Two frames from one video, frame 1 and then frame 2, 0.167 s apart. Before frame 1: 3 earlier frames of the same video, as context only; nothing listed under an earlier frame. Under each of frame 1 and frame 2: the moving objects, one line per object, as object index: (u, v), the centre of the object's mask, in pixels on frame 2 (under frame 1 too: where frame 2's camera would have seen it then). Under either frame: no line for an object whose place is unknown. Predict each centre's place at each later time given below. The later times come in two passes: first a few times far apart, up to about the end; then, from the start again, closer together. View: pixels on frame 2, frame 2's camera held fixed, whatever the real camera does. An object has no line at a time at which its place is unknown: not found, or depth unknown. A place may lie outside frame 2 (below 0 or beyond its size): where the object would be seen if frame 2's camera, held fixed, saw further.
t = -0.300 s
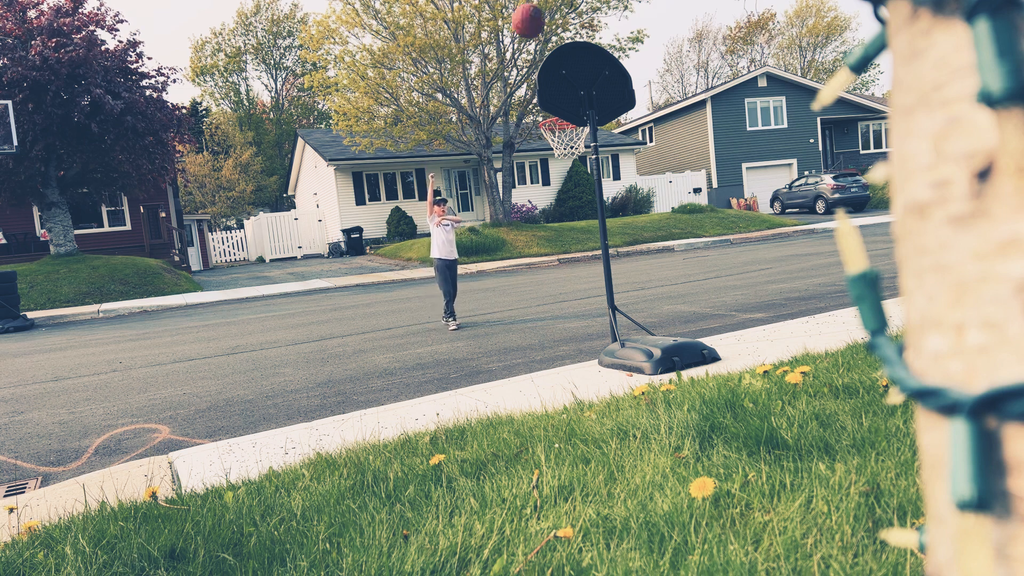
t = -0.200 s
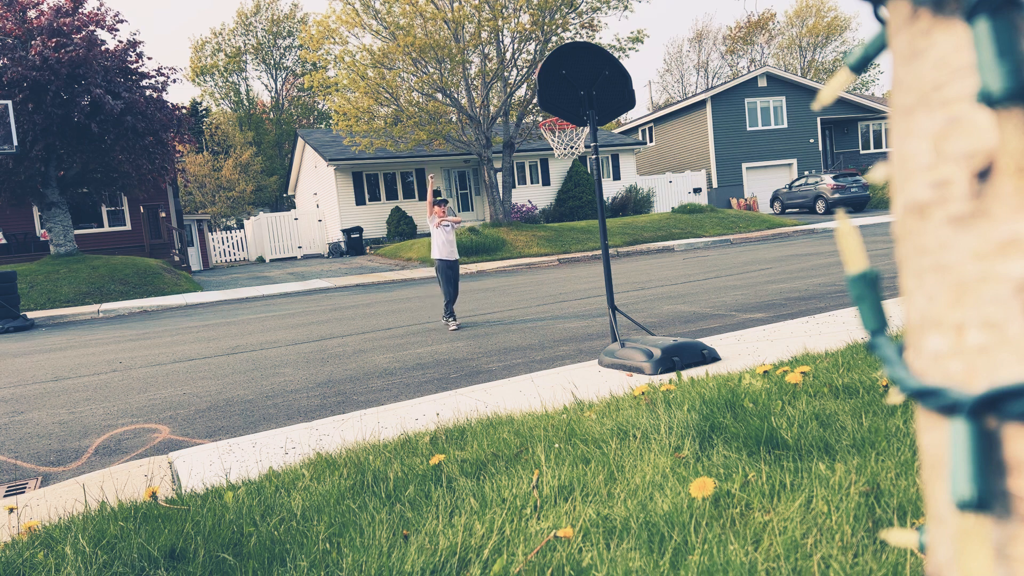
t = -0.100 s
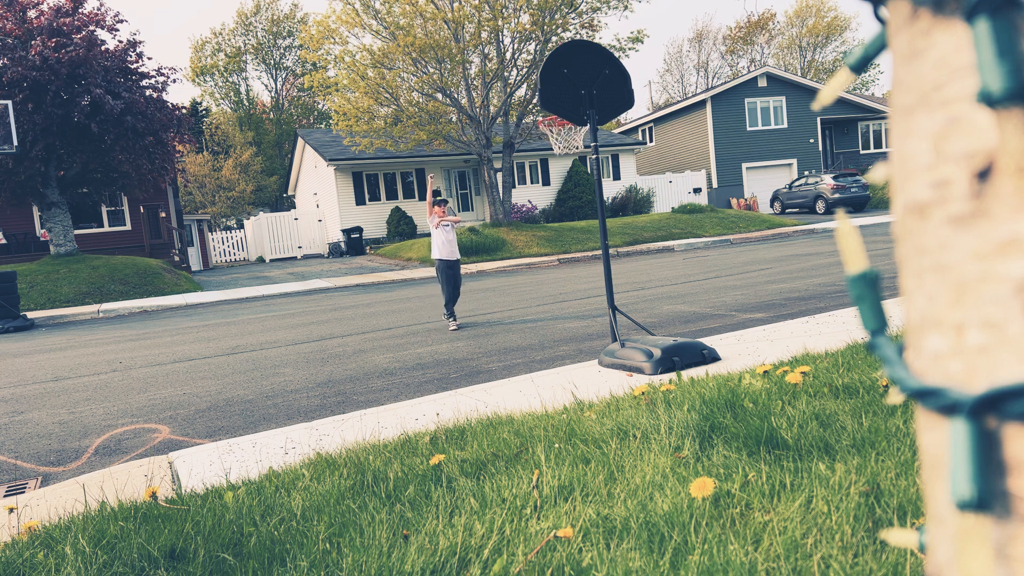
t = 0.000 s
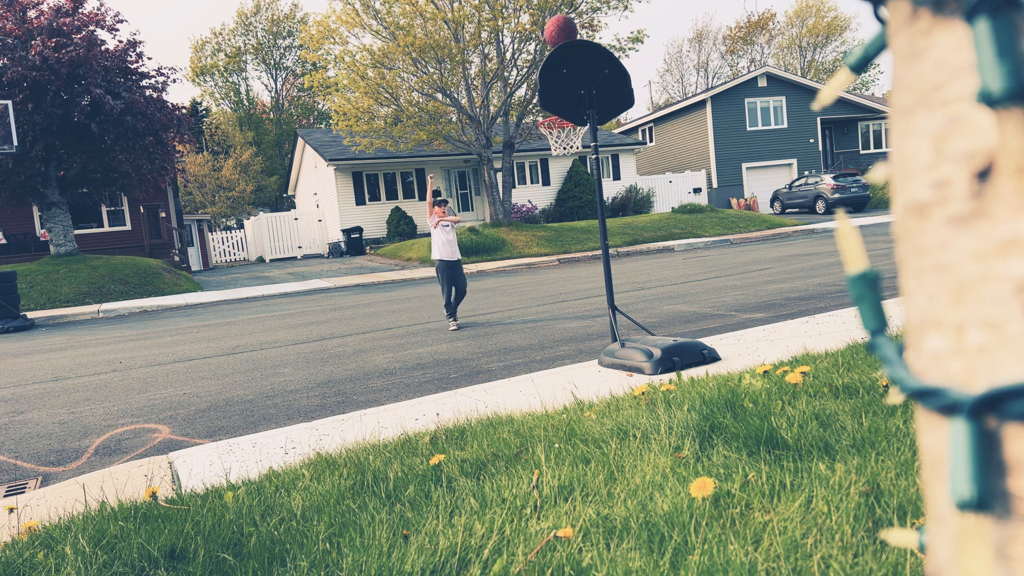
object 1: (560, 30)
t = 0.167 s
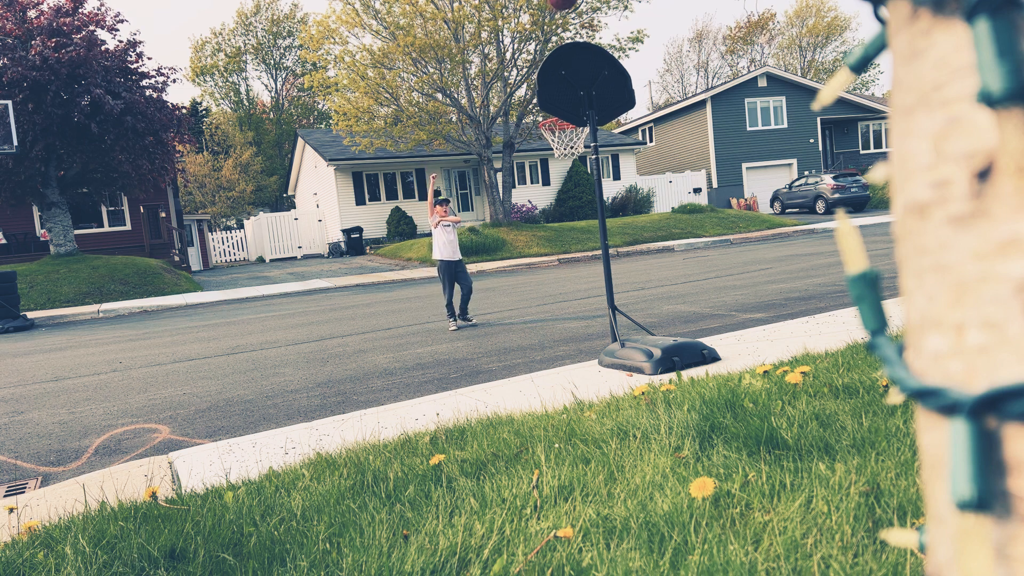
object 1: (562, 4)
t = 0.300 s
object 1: (564, 5)
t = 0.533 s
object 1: (574, 37)
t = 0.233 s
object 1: (562, 4)
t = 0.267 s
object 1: (563, 4)
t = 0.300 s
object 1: (564, 5)
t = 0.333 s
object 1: (565, 6)
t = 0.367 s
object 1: (567, 8)
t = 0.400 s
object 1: (568, 11)
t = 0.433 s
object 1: (569, 15)
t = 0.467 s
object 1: (570, 24)
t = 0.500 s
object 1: (573, 31)
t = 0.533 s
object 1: (574, 37)
